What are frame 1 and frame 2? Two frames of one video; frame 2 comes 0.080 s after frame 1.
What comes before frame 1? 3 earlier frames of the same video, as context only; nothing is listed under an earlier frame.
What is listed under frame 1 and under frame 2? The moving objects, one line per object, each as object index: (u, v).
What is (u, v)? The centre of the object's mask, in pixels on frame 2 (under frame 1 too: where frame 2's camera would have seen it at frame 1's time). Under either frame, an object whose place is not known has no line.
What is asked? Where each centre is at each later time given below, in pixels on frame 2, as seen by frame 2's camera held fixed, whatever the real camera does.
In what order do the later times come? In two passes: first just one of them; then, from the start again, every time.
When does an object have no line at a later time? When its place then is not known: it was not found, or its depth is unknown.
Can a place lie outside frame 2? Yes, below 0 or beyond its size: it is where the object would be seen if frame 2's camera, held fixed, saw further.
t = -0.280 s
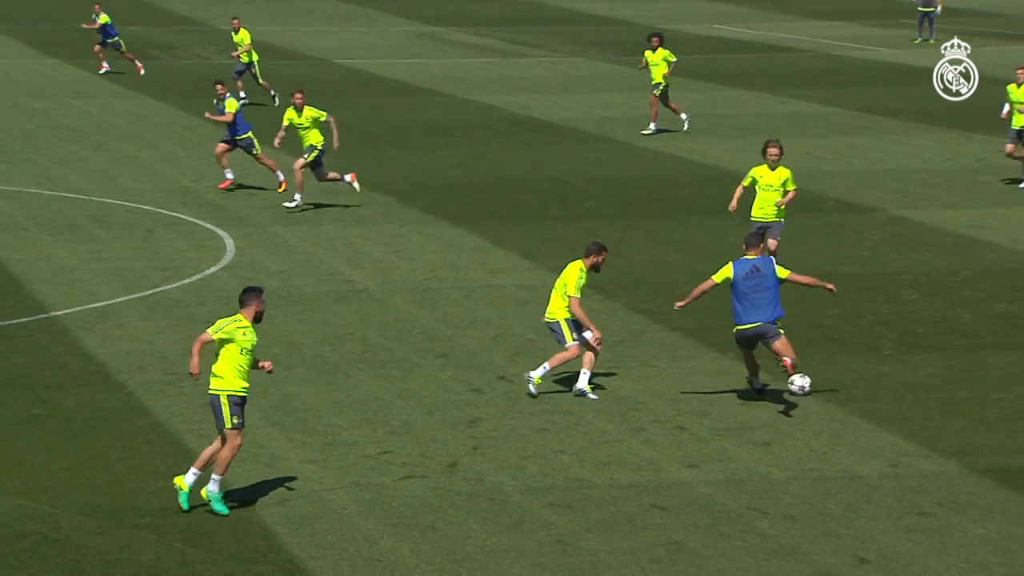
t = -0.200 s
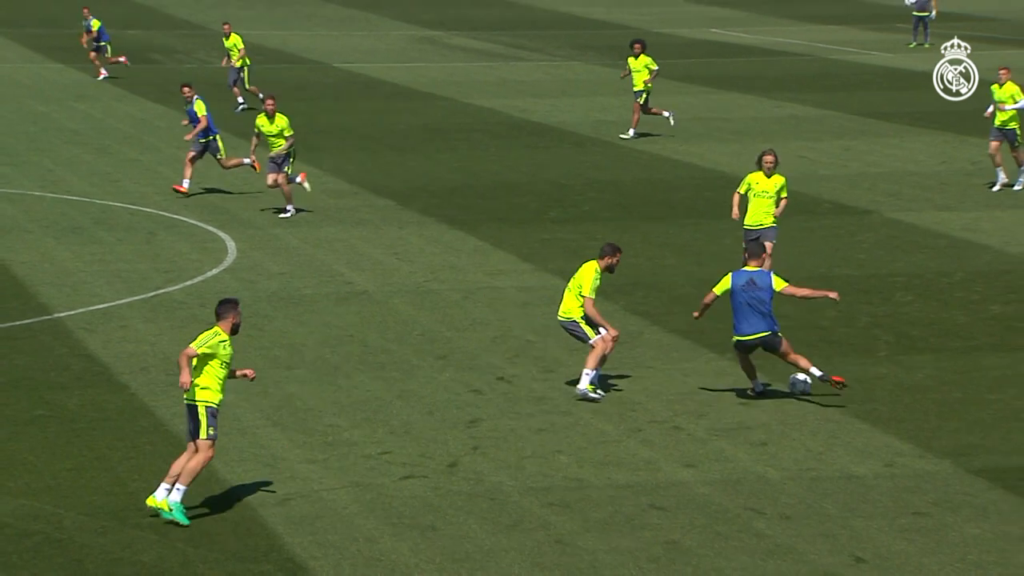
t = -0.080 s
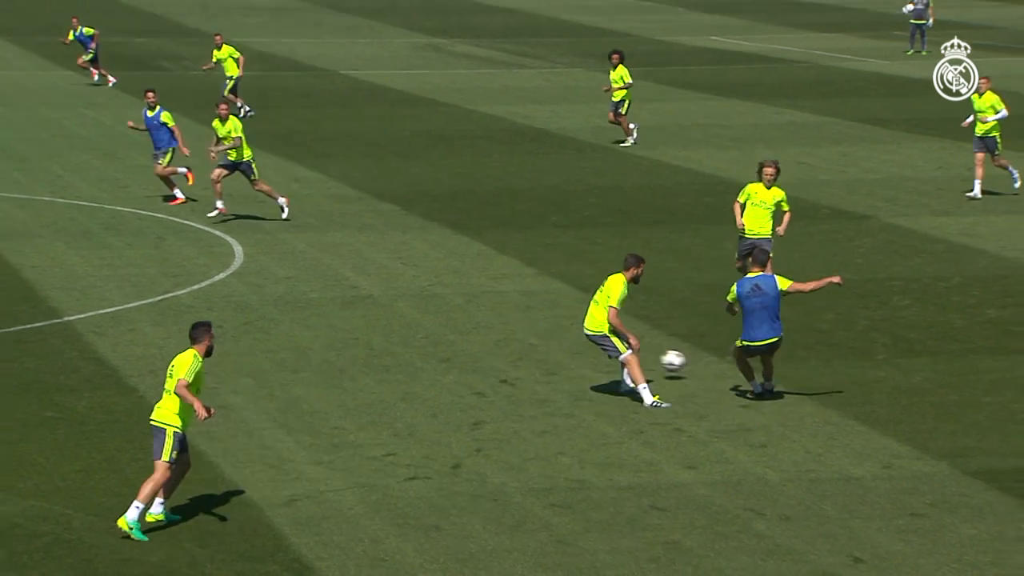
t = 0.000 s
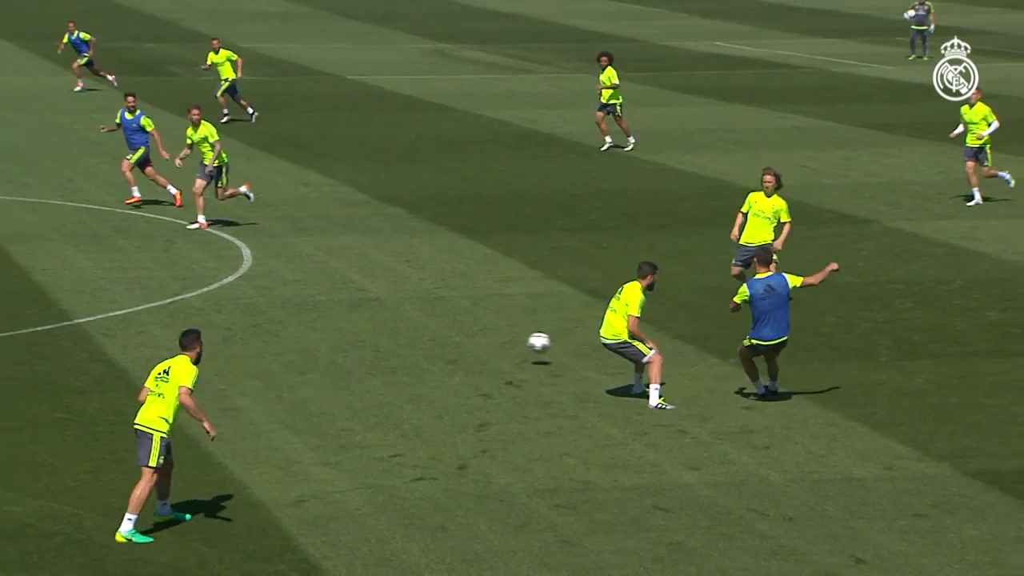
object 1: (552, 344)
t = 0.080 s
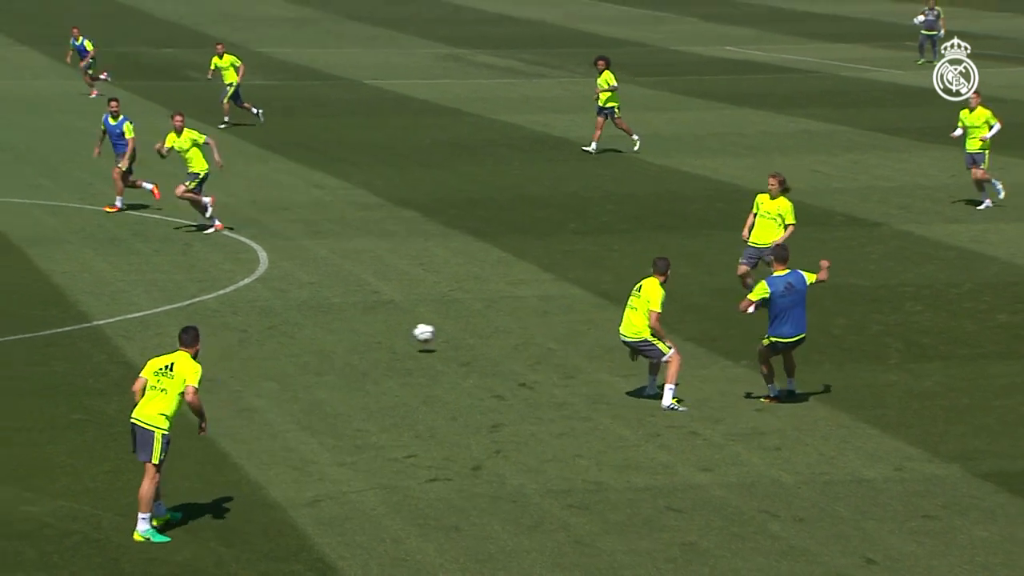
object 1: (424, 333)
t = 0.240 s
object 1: (193, 314)
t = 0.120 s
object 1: (362, 330)
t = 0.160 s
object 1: (302, 329)
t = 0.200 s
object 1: (246, 324)
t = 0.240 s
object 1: (193, 314)
